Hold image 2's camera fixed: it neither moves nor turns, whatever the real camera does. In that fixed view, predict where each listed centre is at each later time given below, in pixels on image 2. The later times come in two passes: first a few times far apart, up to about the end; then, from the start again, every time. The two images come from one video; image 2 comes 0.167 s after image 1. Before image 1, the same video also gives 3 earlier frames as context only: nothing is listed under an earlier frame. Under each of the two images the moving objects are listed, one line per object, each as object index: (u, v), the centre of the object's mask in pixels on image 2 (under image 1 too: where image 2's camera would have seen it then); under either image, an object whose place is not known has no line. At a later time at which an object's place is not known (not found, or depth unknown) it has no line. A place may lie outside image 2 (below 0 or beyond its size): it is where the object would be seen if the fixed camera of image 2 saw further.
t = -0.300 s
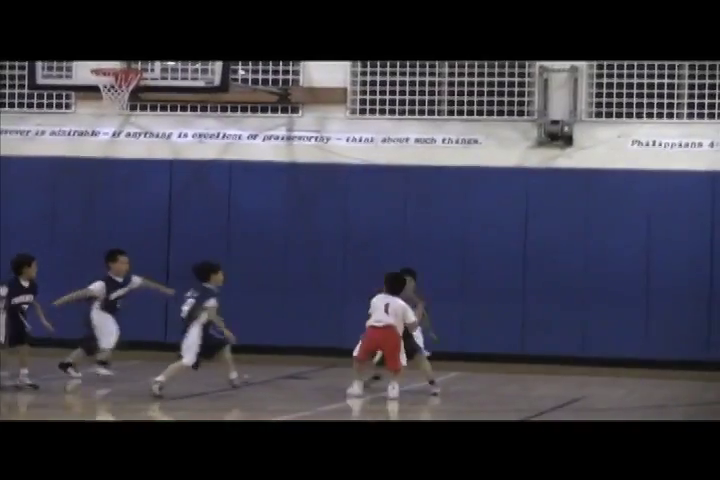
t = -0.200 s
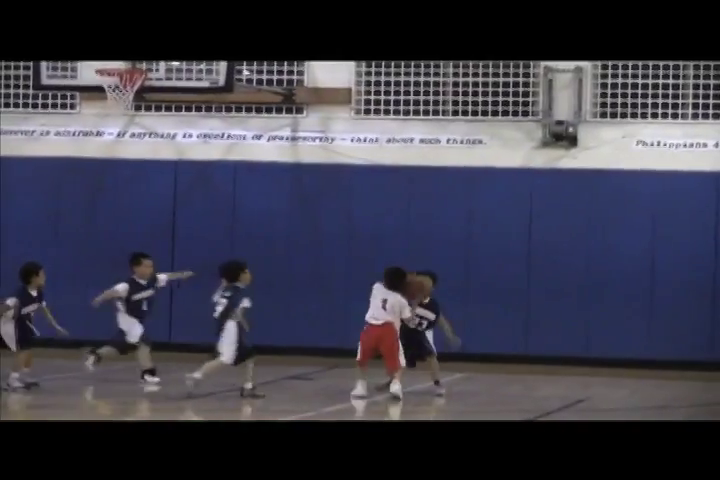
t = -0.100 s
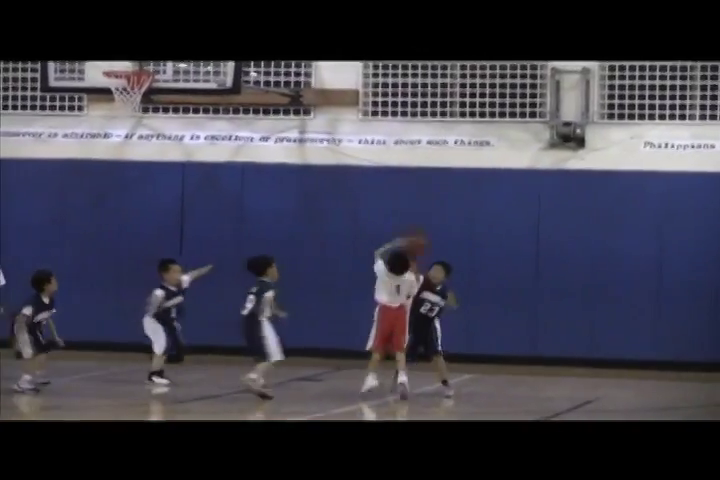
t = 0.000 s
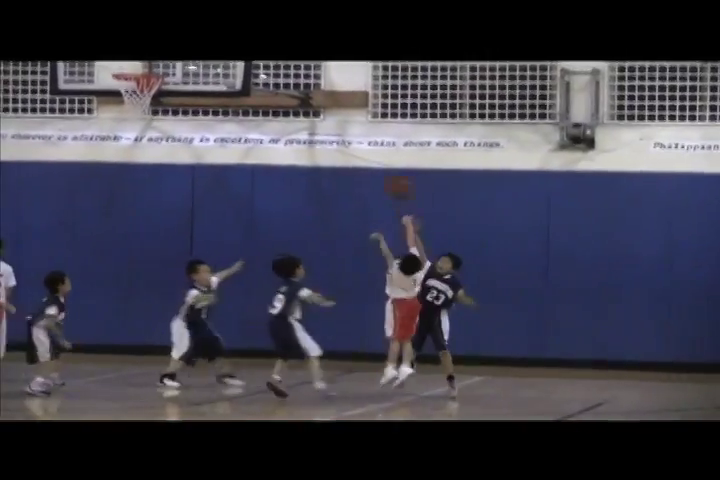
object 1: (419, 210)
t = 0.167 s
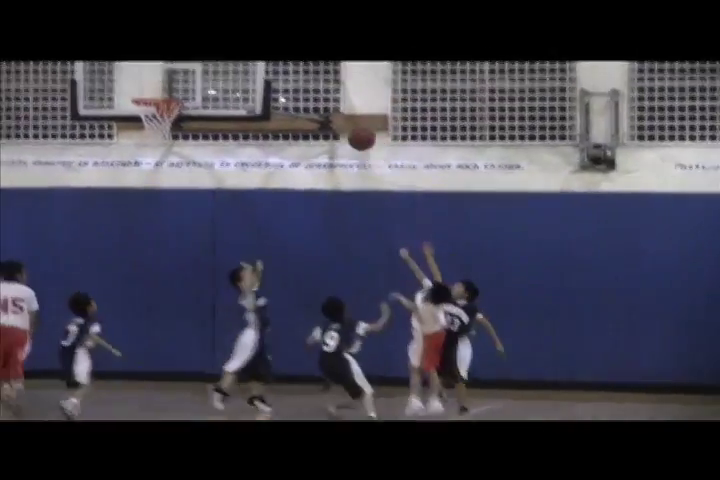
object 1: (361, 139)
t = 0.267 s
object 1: (327, 109)
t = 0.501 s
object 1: (253, 82)
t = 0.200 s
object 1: (350, 127)
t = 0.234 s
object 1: (338, 117)
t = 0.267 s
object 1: (327, 109)
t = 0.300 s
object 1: (318, 104)
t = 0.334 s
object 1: (307, 95)
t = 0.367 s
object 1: (296, 91)
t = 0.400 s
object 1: (284, 86)
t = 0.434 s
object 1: (274, 86)
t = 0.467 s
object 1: (264, 83)
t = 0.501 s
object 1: (253, 82)
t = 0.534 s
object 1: (242, 84)
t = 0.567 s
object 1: (233, 87)
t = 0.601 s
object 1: (223, 90)
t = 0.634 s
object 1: (212, 94)
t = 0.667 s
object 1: (203, 99)
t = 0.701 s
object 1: (191, 106)
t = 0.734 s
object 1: (180, 111)
